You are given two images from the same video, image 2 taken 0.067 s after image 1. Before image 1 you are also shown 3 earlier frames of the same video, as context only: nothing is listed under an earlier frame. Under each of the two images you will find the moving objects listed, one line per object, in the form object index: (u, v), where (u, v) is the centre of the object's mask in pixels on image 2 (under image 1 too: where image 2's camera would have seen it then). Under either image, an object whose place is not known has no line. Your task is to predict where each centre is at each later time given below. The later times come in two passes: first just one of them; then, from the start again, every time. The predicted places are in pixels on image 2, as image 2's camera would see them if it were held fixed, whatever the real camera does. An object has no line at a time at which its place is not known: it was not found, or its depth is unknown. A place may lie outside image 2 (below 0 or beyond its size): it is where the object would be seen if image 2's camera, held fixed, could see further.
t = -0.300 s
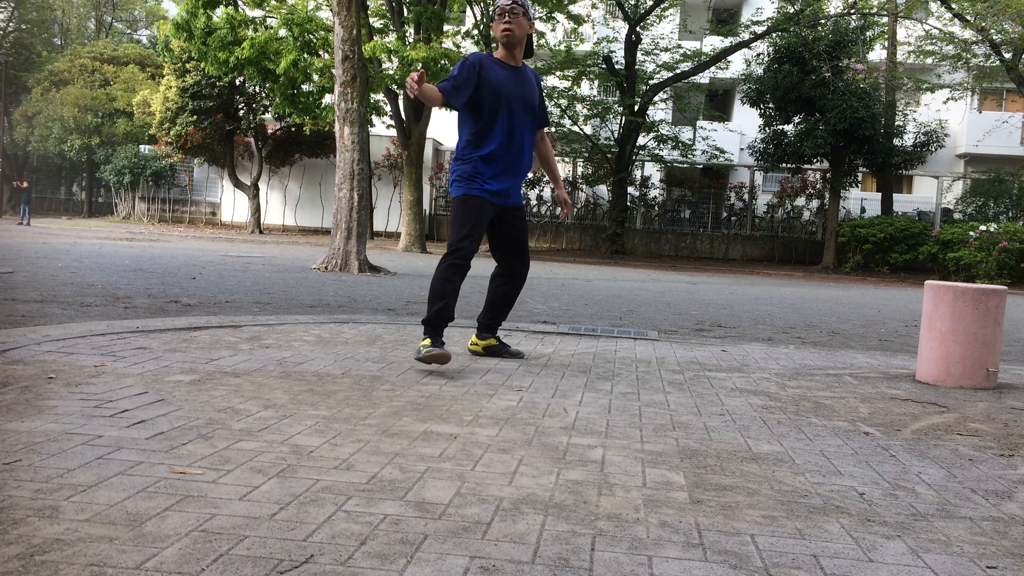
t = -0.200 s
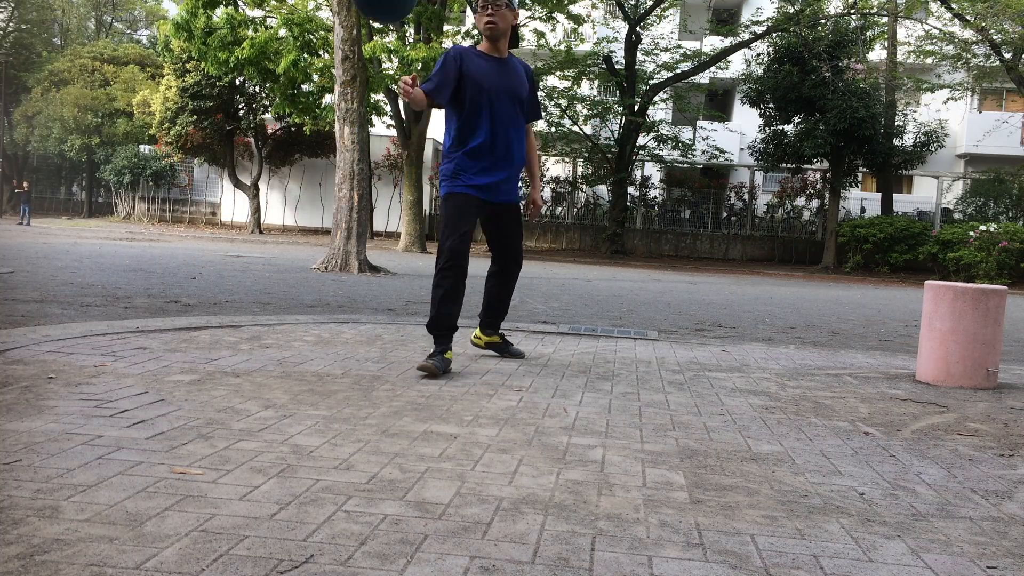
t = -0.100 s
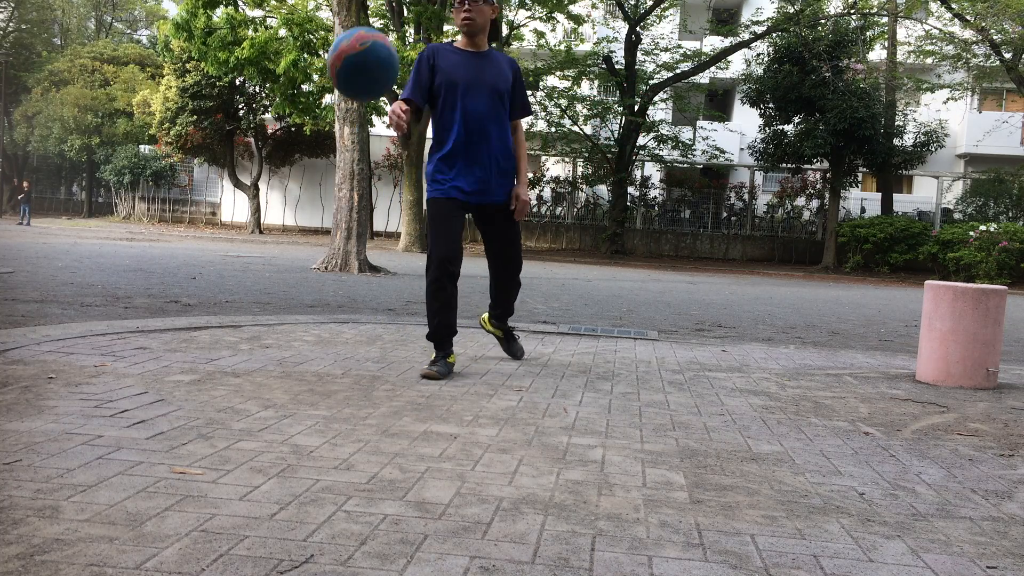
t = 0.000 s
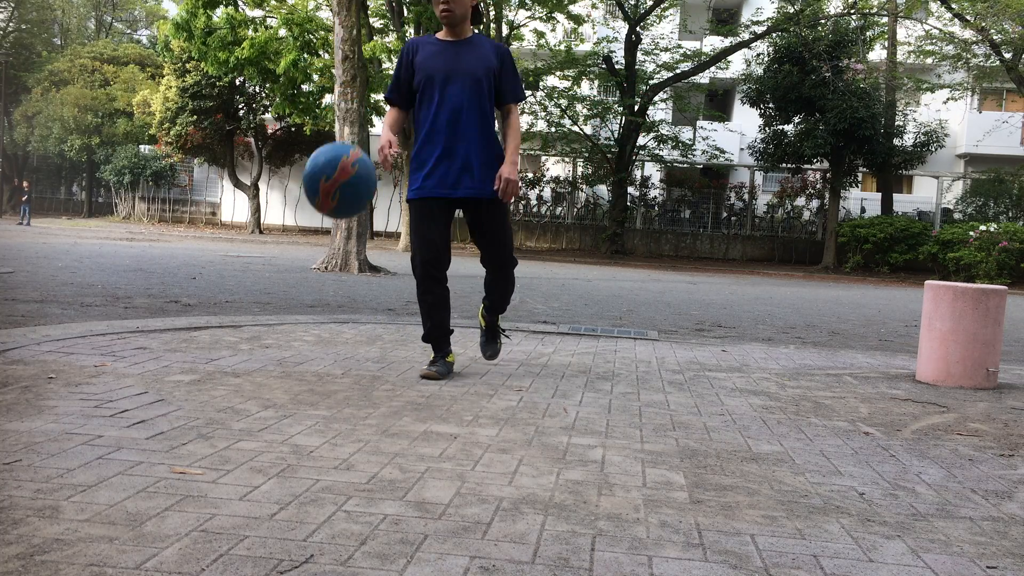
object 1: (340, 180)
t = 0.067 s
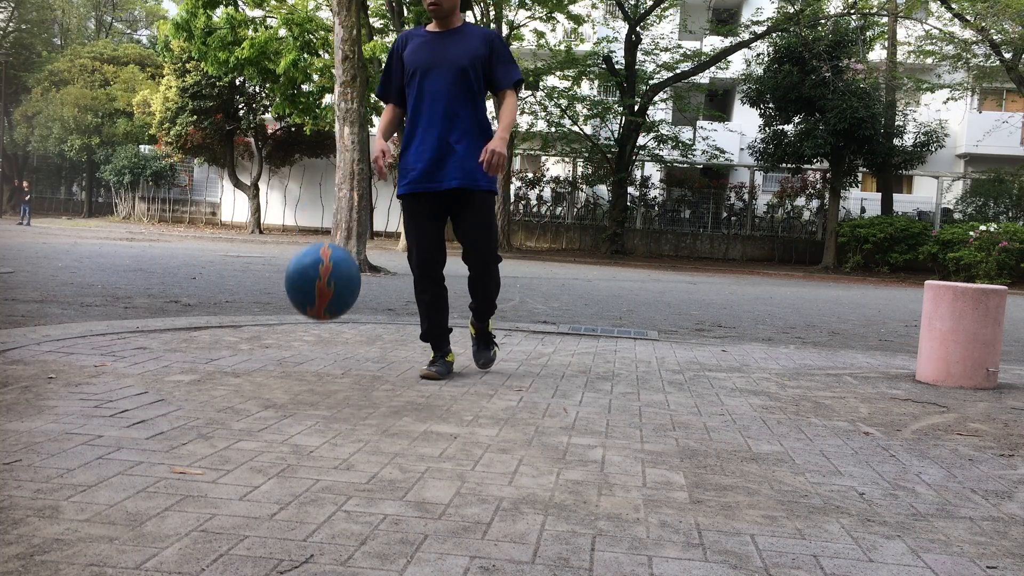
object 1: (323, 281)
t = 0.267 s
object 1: (285, 189)
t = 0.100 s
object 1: (314, 338)
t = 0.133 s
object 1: (306, 363)
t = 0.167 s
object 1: (302, 316)
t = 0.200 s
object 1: (296, 272)
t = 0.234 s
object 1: (291, 230)
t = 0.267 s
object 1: (285, 189)
